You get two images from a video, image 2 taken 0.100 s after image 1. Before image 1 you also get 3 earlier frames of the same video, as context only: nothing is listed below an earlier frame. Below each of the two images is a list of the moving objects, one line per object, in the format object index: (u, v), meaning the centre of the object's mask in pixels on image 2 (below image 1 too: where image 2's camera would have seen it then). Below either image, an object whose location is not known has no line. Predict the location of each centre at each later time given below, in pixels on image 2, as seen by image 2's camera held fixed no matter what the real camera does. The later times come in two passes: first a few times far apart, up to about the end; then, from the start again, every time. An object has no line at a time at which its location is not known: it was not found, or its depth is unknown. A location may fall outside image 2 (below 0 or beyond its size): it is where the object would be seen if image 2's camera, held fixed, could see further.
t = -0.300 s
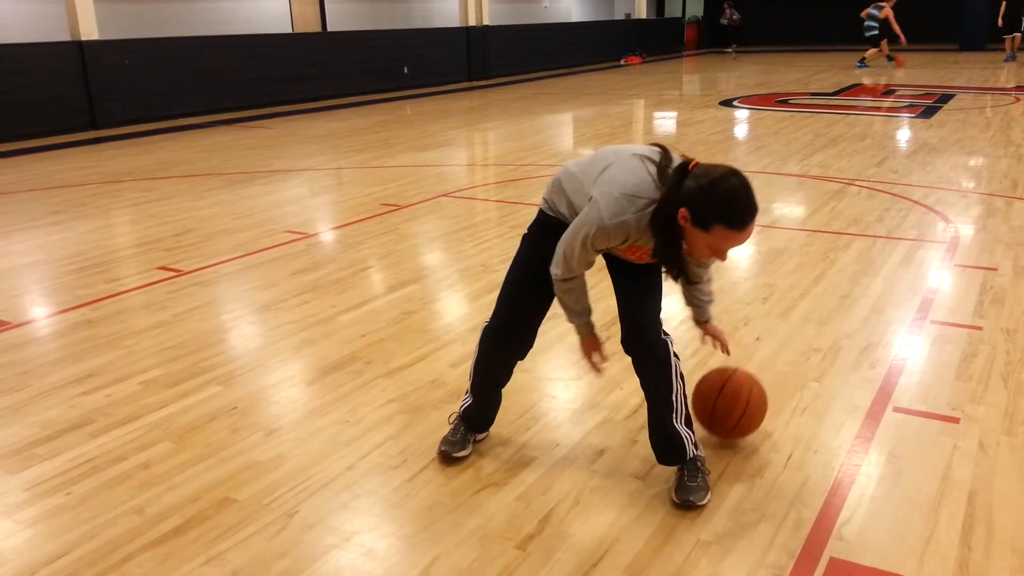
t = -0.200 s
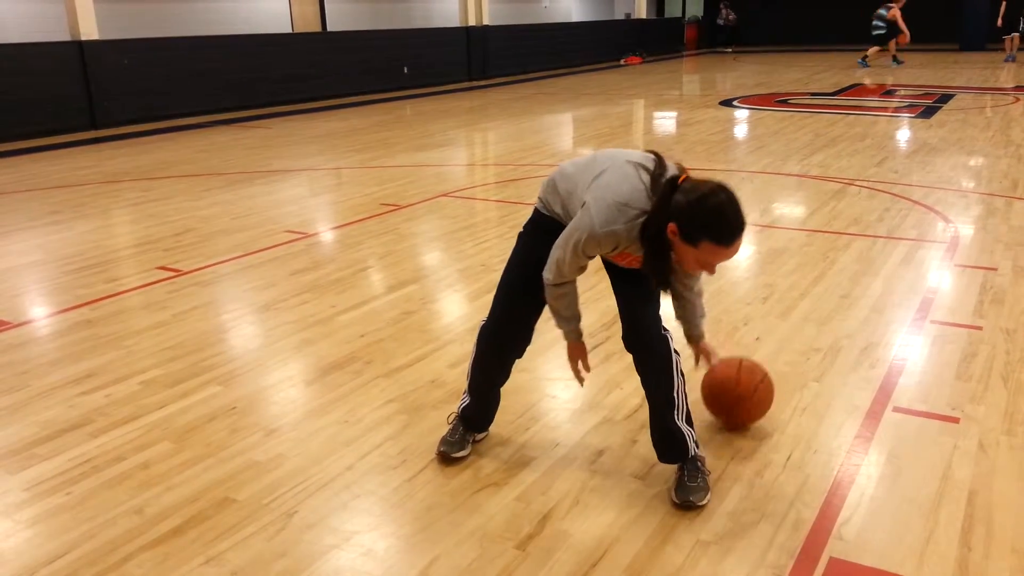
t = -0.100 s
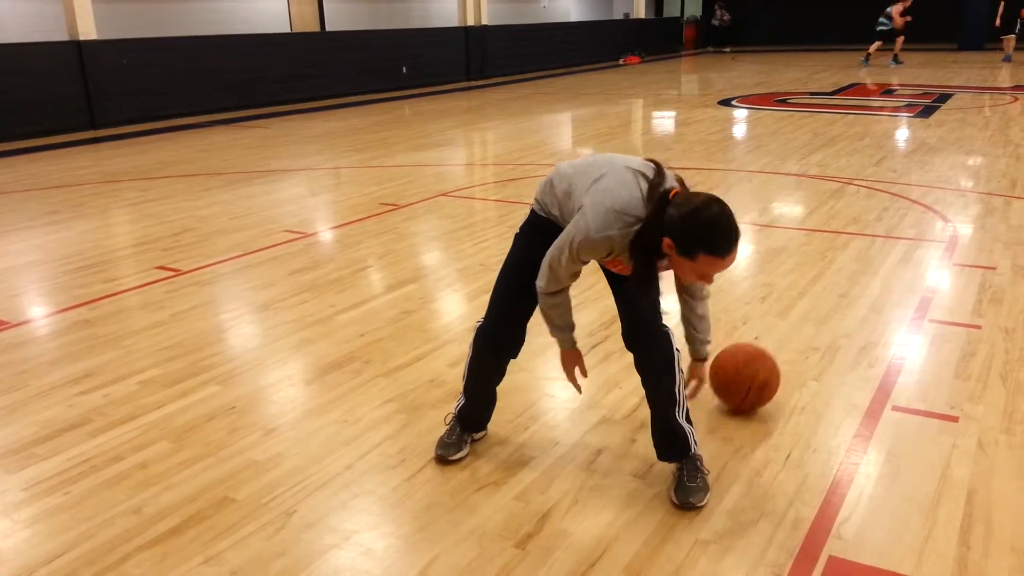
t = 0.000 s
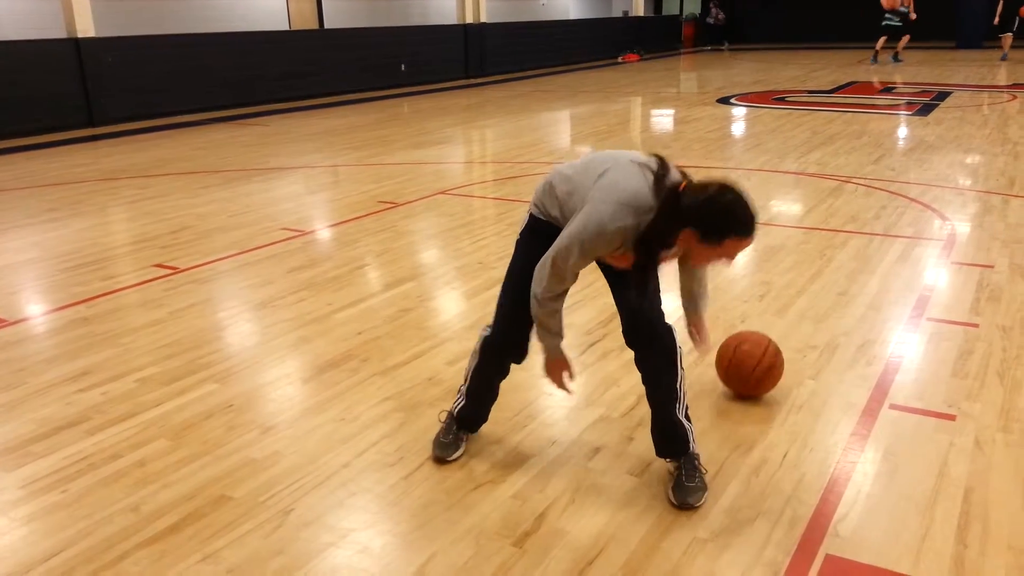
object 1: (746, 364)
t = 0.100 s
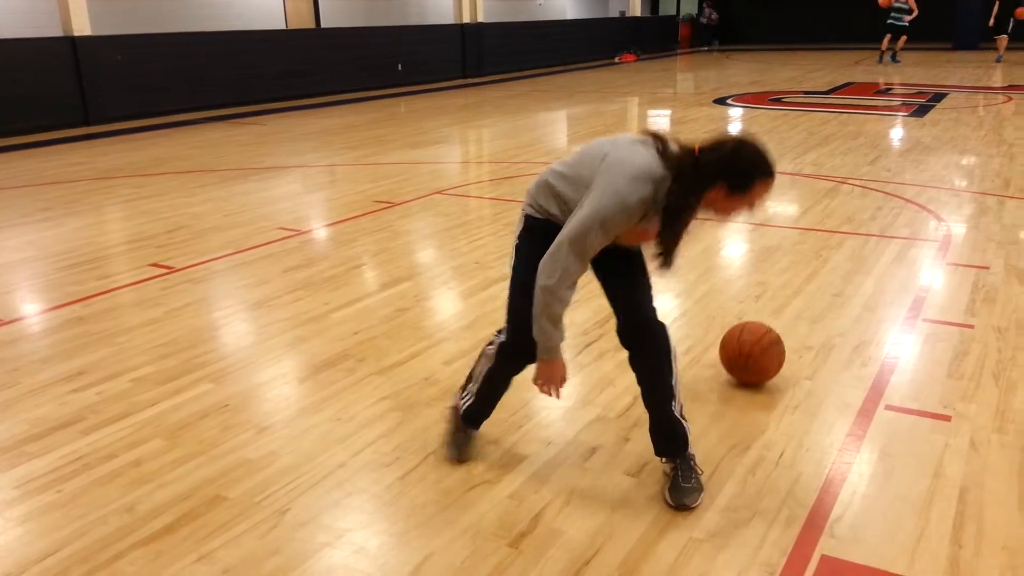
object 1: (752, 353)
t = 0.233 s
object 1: (759, 338)
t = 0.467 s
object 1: (770, 316)
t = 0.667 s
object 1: (779, 299)
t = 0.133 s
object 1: (754, 349)
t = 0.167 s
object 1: (756, 345)
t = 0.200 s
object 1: (757, 342)
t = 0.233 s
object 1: (759, 338)
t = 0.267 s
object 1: (761, 335)
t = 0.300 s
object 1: (762, 332)
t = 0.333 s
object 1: (764, 329)
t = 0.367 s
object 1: (765, 326)
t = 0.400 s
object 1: (767, 323)
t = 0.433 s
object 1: (769, 319)
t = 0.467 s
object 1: (770, 316)
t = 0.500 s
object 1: (772, 313)
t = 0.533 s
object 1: (773, 310)
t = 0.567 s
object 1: (775, 307)
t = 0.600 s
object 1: (776, 305)
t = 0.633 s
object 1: (778, 302)
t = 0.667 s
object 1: (779, 299)
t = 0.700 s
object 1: (780, 297)
